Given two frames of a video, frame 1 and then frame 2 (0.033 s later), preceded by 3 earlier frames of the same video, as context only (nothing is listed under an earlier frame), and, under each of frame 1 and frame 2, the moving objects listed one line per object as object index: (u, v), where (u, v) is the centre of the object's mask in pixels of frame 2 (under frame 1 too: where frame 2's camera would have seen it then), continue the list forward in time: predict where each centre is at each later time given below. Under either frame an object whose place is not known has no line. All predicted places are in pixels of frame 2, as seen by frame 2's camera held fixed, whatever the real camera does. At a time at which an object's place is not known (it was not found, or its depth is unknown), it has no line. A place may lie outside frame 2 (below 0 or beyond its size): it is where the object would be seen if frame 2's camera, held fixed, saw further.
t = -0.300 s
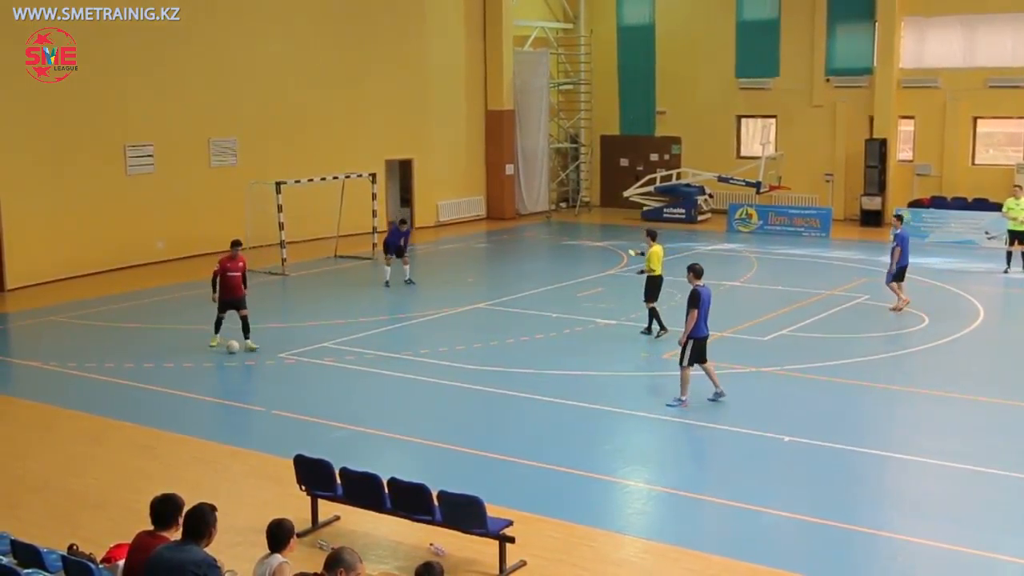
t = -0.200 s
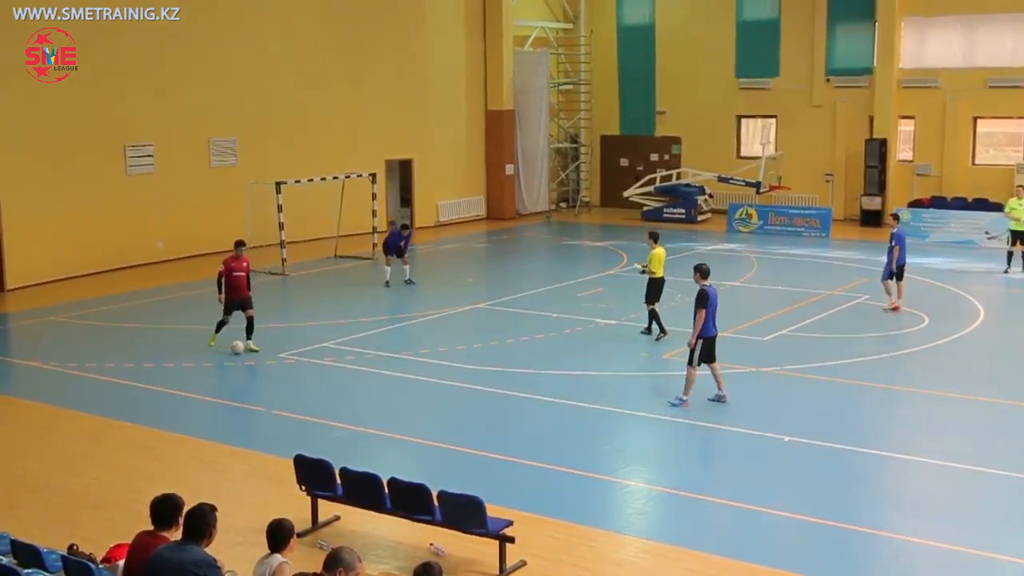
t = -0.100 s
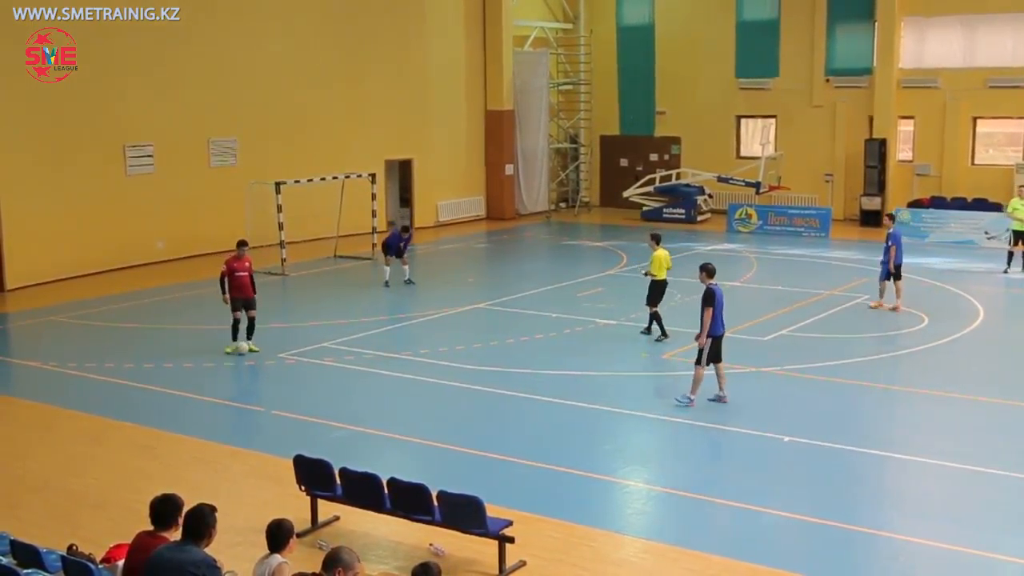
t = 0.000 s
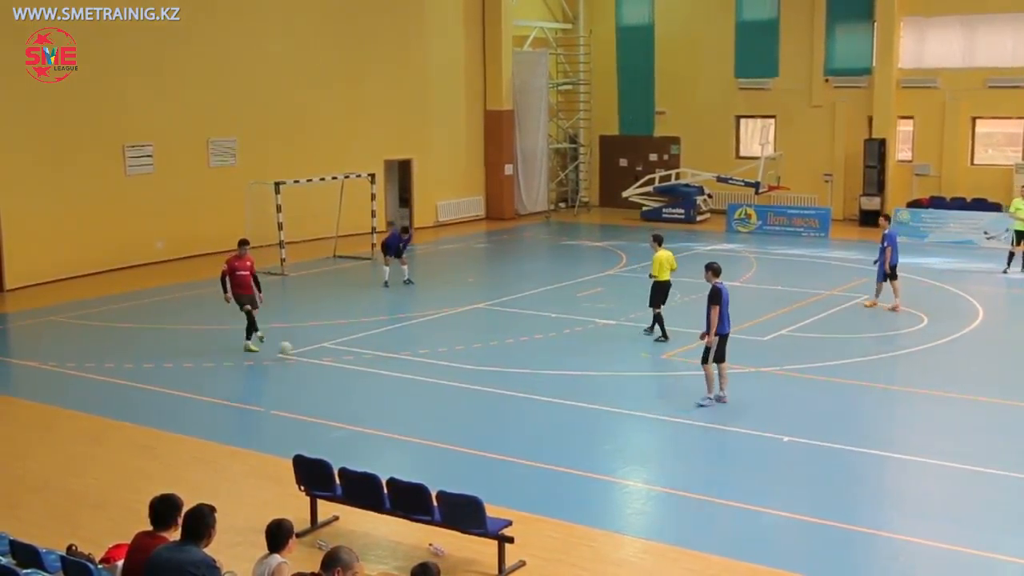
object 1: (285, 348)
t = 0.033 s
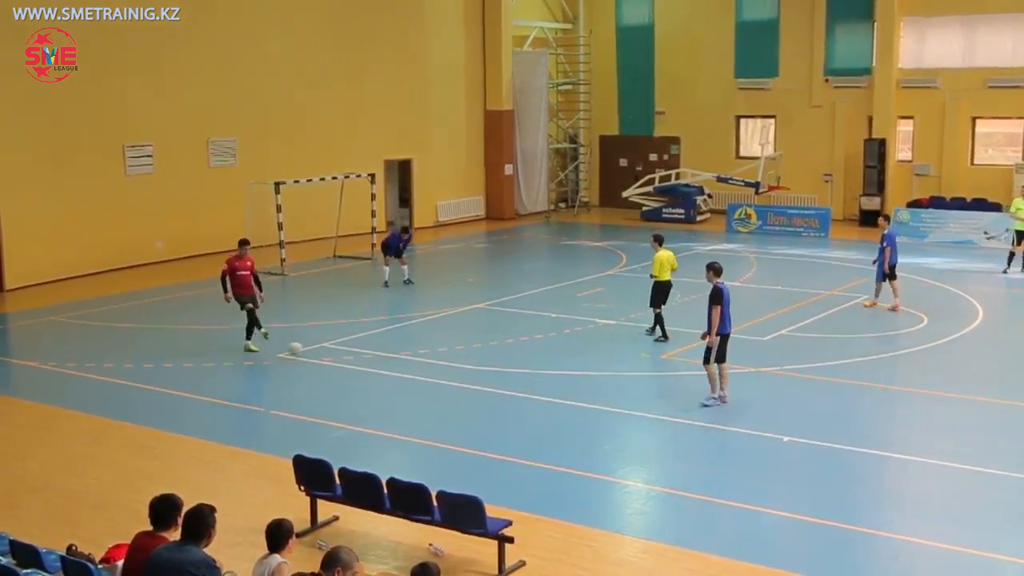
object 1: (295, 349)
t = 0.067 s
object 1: (316, 351)
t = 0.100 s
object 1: (337, 353)
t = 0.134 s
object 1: (348, 356)
